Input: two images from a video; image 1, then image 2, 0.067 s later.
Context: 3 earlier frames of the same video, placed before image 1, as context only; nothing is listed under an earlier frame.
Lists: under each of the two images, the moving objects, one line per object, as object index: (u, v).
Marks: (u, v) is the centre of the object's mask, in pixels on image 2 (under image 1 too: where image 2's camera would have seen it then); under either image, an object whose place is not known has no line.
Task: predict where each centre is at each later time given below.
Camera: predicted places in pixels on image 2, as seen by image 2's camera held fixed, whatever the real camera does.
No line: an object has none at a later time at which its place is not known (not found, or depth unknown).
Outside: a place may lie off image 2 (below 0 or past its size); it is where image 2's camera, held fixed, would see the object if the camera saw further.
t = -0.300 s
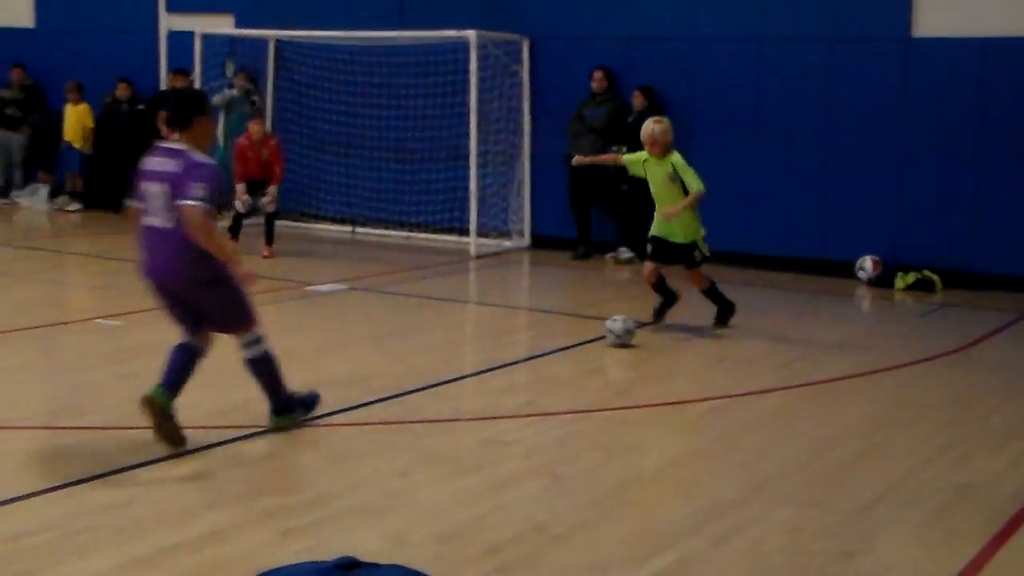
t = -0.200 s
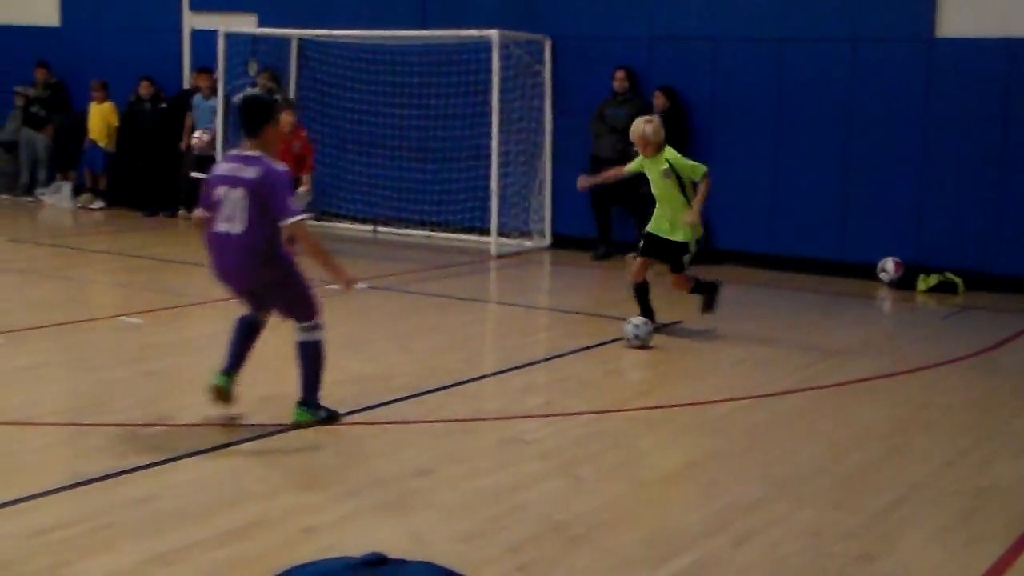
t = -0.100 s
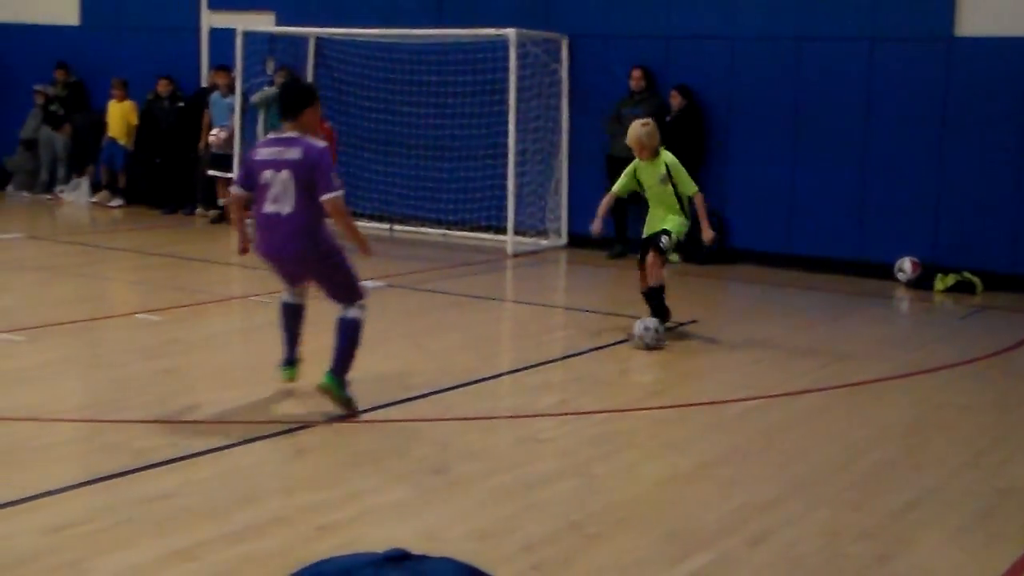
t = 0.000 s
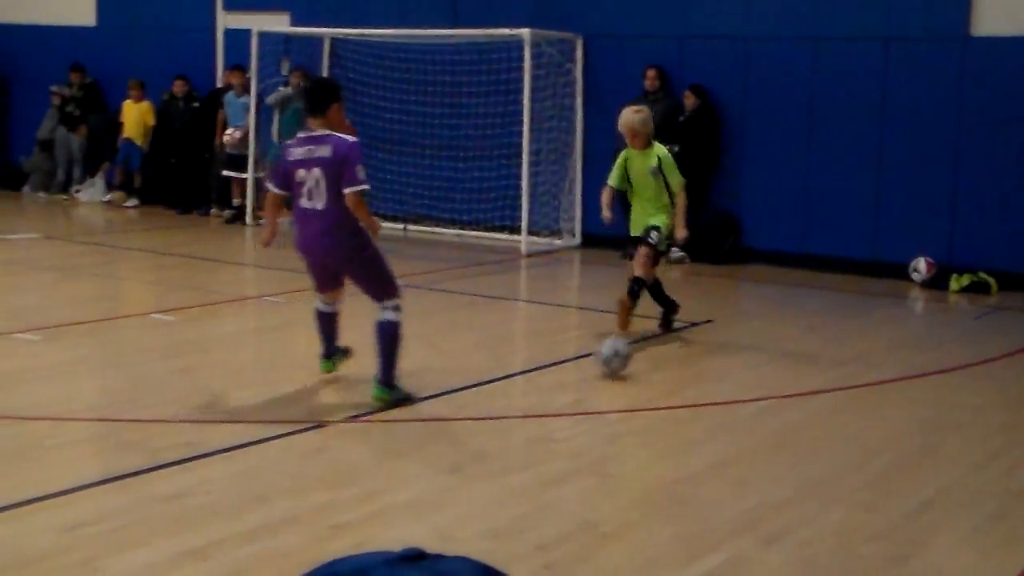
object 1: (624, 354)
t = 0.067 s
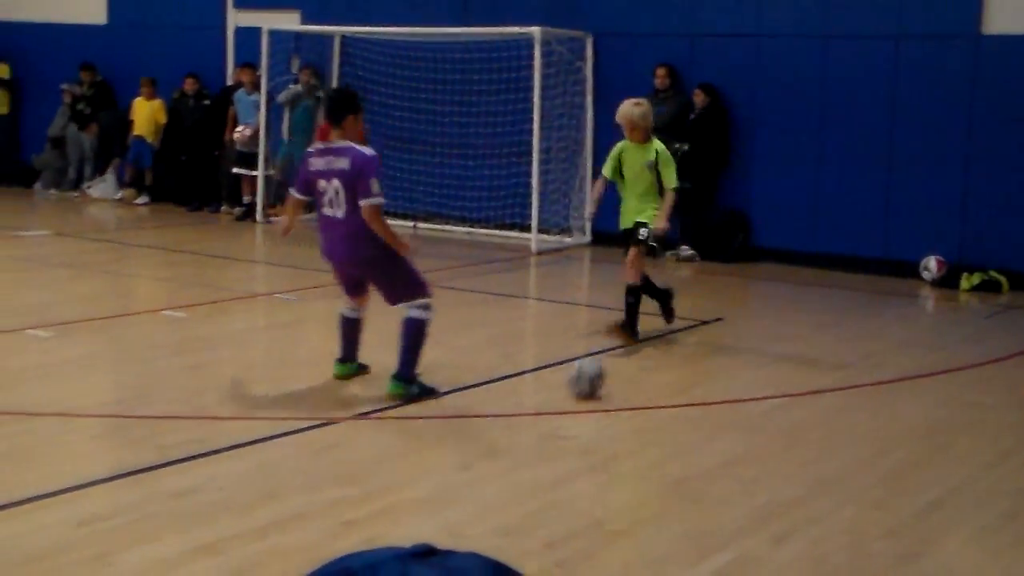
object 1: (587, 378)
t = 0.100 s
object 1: (568, 390)
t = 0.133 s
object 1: (548, 402)
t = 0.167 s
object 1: (528, 413)
